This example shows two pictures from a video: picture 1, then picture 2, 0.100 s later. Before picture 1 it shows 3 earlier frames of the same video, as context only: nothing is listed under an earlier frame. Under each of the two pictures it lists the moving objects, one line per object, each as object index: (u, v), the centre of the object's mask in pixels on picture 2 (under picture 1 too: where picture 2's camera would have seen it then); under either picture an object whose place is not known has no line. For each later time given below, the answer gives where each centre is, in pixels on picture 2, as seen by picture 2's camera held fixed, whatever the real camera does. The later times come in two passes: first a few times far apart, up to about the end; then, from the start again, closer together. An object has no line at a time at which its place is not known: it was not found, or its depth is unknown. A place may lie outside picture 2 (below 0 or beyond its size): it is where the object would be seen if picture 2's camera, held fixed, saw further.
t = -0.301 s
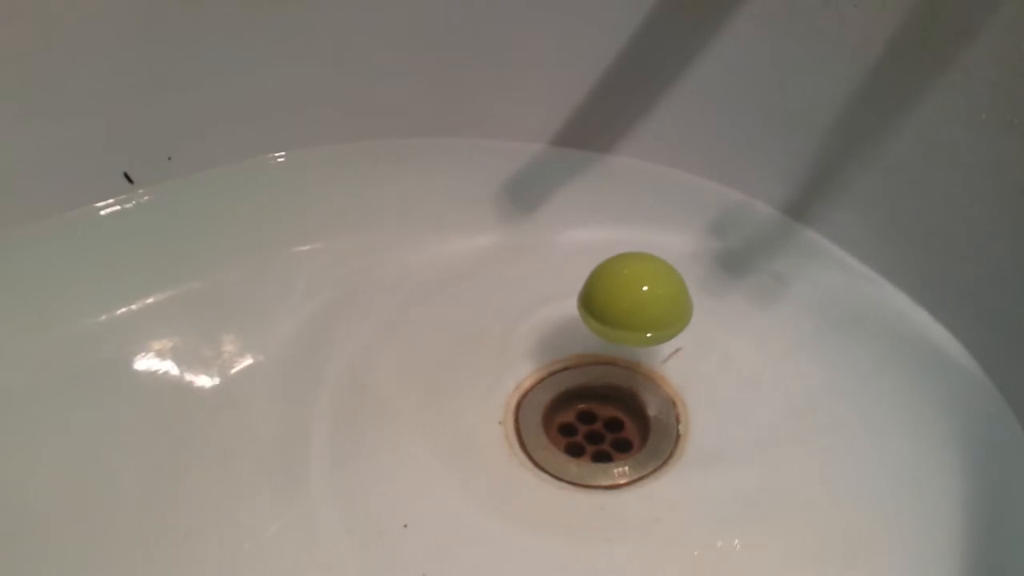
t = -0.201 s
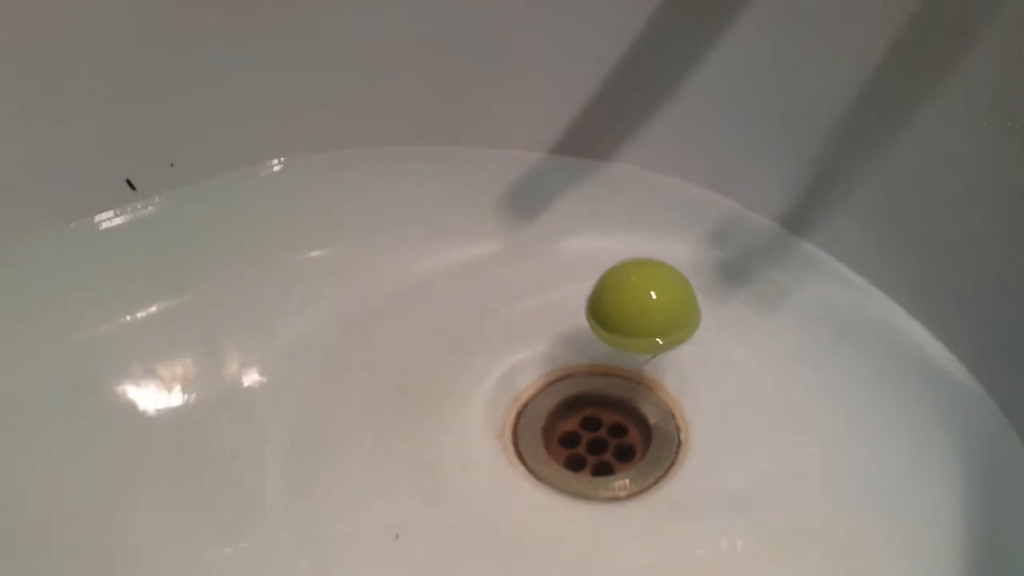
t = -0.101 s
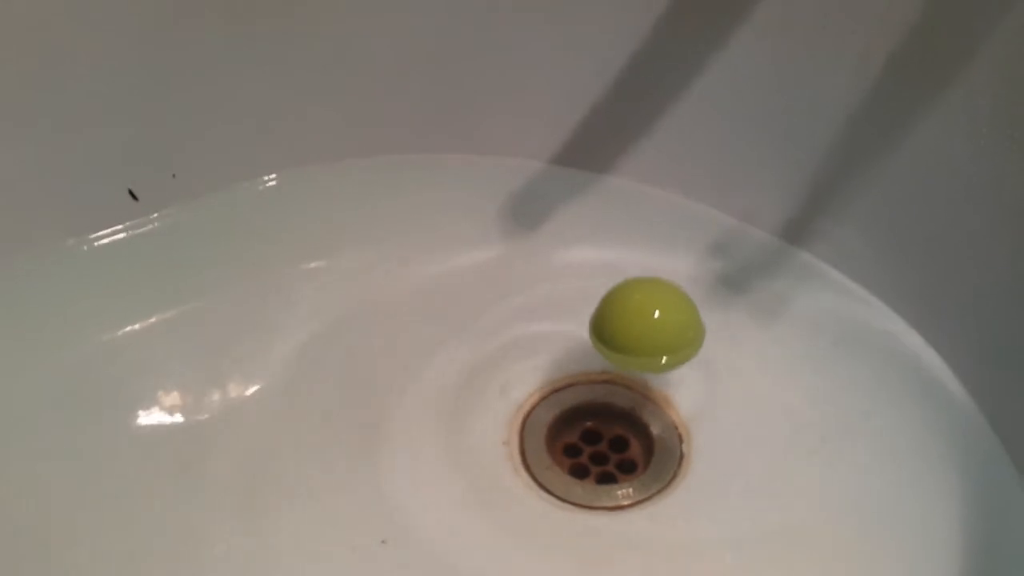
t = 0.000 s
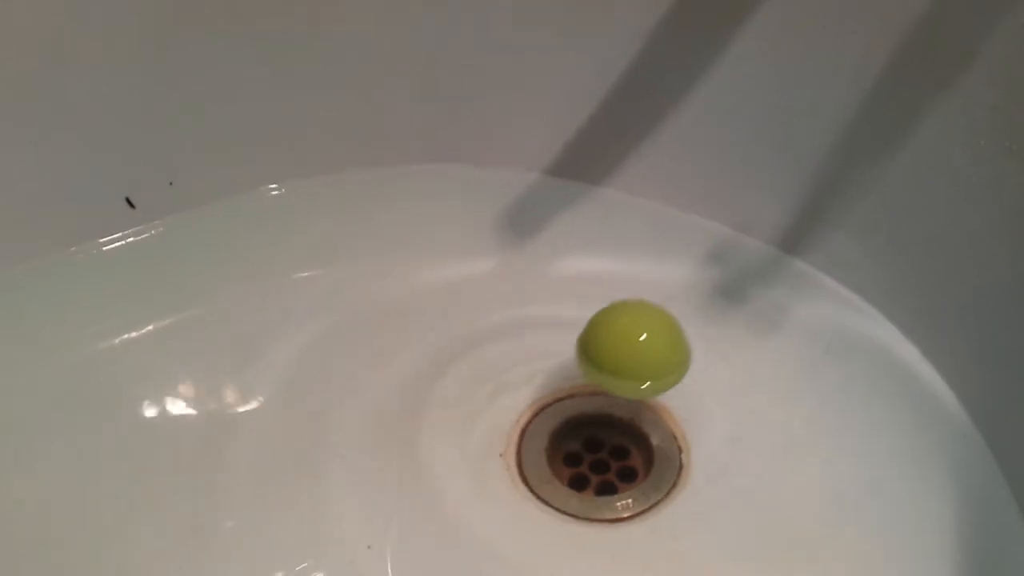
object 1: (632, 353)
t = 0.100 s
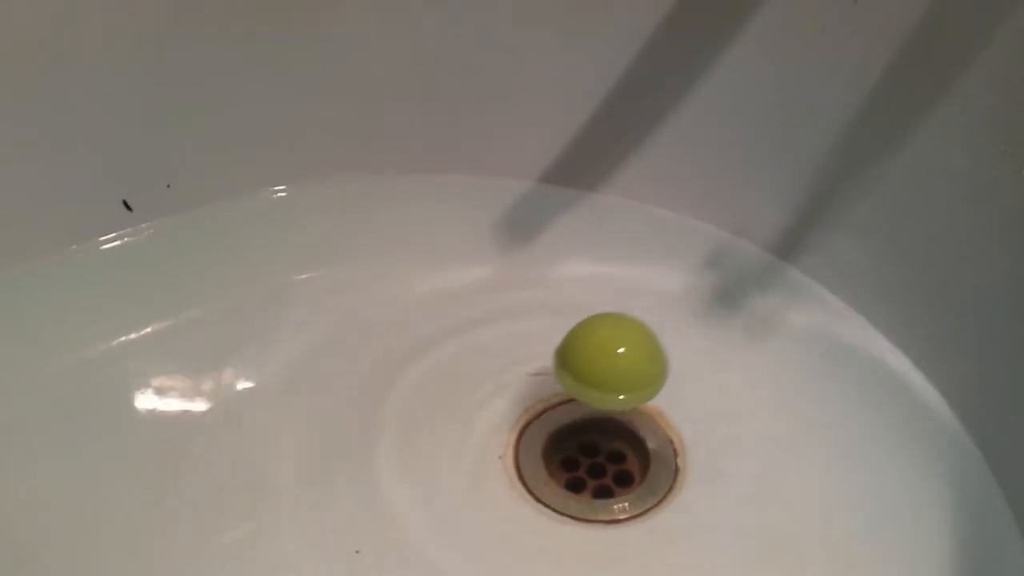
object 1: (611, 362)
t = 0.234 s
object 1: (595, 359)
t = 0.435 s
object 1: (619, 358)
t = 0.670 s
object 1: (628, 377)
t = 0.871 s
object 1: (599, 372)
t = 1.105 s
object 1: (617, 367)
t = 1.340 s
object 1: (614, 375)
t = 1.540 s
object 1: (603, 356)
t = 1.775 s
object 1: (627, 351)
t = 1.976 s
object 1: (612, 357)
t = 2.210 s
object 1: (599, 338)
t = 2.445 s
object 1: (602, 356)
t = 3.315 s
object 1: (594, 394)
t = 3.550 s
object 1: (593, 388)
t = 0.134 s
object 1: (606, 362)
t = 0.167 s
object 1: (598, 362)
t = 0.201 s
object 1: (596, 361)
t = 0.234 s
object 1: (595, 359)
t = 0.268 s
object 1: (595, 358)
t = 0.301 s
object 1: (598, 357)
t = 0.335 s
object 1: (602, 355)
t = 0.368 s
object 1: (606, 355)
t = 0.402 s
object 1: (612, 356)
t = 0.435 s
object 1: (619, 358)
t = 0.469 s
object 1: (625, 359)
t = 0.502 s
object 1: (630, 363)
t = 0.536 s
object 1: (633, 366)
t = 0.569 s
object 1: (634, 369)
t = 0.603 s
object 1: (634, 372)
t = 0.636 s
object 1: (632, 375)
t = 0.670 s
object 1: (628, 377)
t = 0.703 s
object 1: (623, 378)
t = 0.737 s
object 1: (618, 379)
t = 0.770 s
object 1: (611, 378)
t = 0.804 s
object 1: (606, 377)
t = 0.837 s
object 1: (602, 375)
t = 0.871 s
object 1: (599, 372)
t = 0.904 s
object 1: (598, 368)
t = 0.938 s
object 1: (599, 364)
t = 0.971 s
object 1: (602, 362)
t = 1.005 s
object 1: (605, 361)
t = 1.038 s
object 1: (610, 361)
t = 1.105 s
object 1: (617, 367)
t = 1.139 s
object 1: (620, 370)
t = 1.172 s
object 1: (622, 374)
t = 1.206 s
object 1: (623, 376)
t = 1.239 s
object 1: (622, 378)
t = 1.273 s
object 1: (619, 377)
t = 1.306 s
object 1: (615, 377)
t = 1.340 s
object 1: (614, 375)
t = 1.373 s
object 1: (613, 372)
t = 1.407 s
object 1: (609, 369)
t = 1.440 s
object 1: (604, 366)
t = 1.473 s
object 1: (603, 363)
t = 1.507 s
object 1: (602, 360)
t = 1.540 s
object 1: (603, 356)
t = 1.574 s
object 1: (606, 353)
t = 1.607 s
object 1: (609, 350)
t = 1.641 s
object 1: (613, 349)
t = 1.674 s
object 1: (617, 348)
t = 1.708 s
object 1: (619, 350)
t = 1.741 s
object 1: (621, 351)
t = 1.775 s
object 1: (627, 351)
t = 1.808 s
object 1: (628, 353)
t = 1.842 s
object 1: (627, 354)
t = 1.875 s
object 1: (625, 356)
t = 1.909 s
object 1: (621, 357)
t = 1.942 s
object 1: (616, 358)
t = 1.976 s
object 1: (612, 357)
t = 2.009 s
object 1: (608, 355)
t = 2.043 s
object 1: (606, 351)
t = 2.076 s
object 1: (603, 348)
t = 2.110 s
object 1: (600, 345)
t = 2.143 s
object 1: (599, 341)
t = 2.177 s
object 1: (599, 339)
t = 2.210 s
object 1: (599, 338)
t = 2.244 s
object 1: (598, 337)
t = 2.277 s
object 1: (599, 338)
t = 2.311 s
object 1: (599, 341)
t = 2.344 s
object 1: (600, 344)
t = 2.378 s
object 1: (602, 348)
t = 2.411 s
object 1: (603, 351)
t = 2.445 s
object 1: (602, 356)
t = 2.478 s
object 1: (602, 362)
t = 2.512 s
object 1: (600, 366)
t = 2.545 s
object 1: (596, 370)
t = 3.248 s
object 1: (601, 395)
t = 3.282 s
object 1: (597, 395)
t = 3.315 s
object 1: (594, 394)
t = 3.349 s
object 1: (590, 392)
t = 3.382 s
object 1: (588, 391)
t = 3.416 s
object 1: (588, 389)
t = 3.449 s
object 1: (587, 386)
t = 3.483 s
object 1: (588, 386)
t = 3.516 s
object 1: (591, 386)
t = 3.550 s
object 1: (593, 388)
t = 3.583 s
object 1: (596, 392)
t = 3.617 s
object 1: (597, 398)
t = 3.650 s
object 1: (595, 405)
